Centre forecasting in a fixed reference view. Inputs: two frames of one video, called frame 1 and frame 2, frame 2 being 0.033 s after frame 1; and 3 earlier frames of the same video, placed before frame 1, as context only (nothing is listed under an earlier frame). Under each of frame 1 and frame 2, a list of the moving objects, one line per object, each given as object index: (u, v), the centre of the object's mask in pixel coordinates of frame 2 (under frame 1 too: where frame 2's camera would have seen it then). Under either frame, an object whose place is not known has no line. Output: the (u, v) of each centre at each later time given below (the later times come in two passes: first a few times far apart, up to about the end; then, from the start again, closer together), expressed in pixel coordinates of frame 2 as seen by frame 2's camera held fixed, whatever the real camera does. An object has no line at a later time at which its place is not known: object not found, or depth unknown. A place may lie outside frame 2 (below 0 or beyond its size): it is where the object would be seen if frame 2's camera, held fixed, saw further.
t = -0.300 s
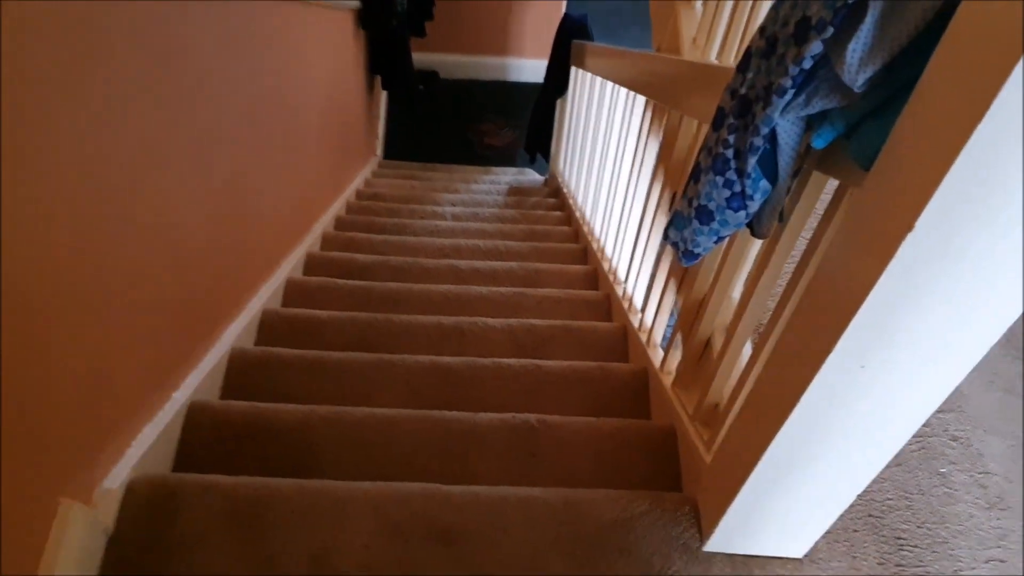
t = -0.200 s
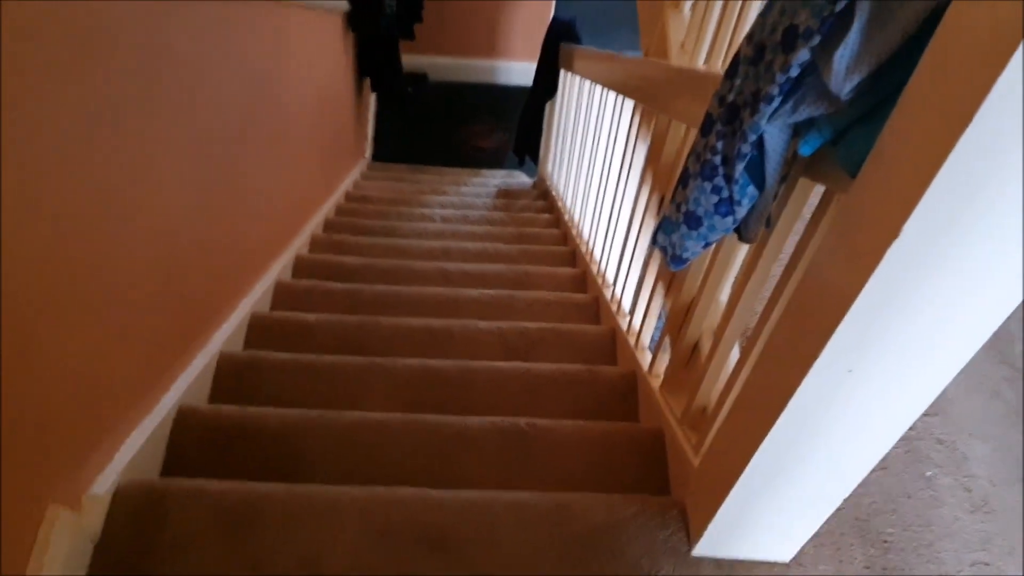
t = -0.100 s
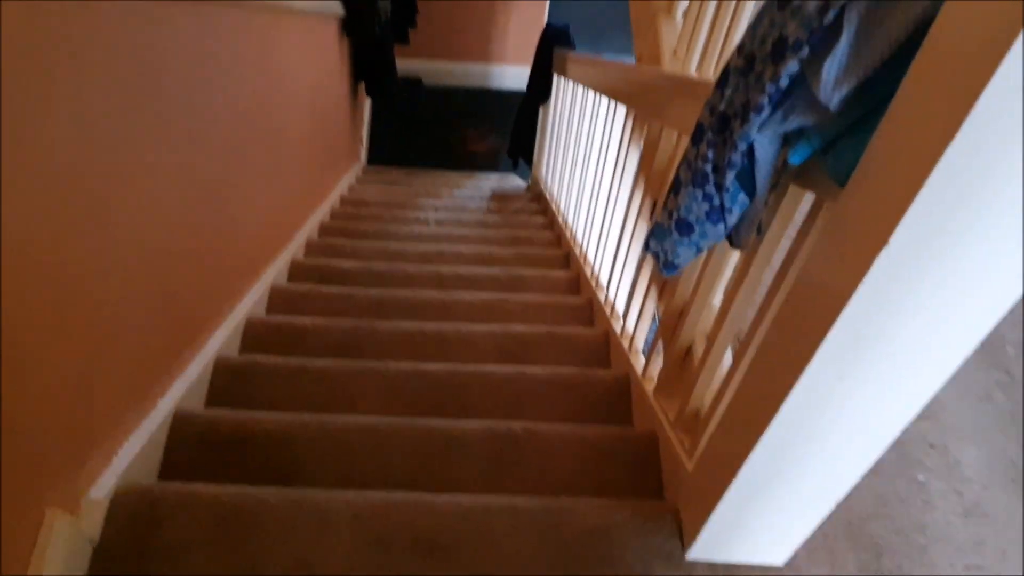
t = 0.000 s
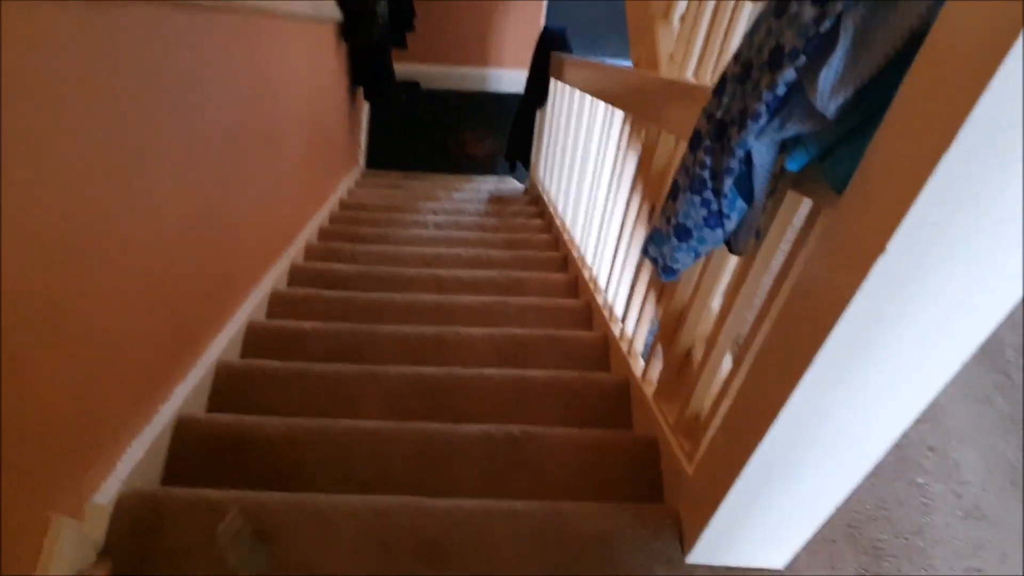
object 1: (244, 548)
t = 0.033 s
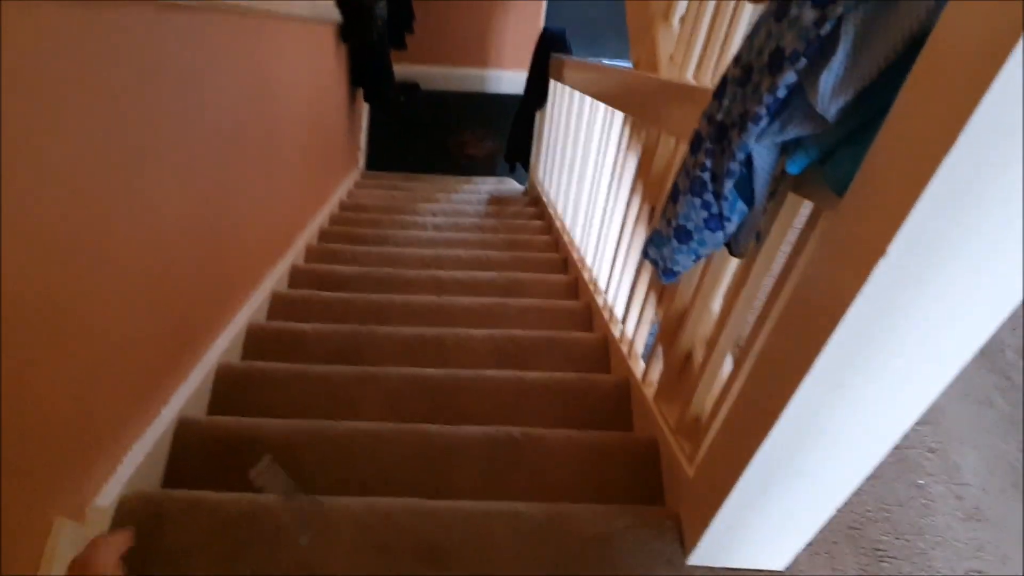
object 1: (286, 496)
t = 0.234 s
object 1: (396, 323)
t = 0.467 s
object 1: (438, 306)
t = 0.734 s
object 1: (437, 168)
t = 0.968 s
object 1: (430, 184)
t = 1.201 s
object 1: (451, 73)
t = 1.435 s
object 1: (484, 114)
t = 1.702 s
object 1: (493, 117)
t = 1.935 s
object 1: (493, 118)
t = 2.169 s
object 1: (495, 119)
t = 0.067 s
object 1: (318, 449)
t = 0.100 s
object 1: (338, 405)
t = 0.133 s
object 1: (365, 381)
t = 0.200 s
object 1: (385, 333)
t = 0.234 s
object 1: (396, 323)
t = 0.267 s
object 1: (406, 319)
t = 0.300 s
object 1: (413, 318)
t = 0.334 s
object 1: (420, 320)
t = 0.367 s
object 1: (427, 324)
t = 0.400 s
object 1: (431, 329)
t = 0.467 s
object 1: (438, 306)
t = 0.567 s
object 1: (439, 227)
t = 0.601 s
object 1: (439, 209)
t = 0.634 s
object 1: (438, 196)
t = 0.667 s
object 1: (437, 183)
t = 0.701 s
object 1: (439, 175)
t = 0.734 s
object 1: (437, 168)
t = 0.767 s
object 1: (437, 166)
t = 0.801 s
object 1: (434, 166)
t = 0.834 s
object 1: (434, 166)
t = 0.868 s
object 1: (433, 170)
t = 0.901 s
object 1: (432, 170)
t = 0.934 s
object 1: (431, 181)
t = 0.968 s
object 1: (430, 184)
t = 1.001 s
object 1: (435, 167)
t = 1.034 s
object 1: (437, 152)
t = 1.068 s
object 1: (441, 127)
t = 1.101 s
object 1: (444, 115)
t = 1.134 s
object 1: (447, 85)
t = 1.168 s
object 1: (447, 82)
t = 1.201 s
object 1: (451, 73)
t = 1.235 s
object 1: (449, 61)
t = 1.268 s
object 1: (459, 70)
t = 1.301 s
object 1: (465, 79)
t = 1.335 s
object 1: (468, 88)
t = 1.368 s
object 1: (478, 103)
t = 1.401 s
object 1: (481, 115)
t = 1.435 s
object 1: (484, 114)
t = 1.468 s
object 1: (485, 112)
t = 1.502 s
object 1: (487, 112)
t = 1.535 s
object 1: (488, 113)
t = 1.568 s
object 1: (488, 114)
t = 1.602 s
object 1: (490, 115)
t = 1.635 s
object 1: (491, 116)
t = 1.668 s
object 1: (492, 118)
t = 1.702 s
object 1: (493, 117)
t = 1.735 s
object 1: (493, 117)
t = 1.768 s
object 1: (493, 118)
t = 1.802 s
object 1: (494, 117)
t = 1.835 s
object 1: (493, 118)
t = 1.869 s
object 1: (493, 118)
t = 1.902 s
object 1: (494, 117)
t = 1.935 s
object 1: (493, 118)
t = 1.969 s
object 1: (494, 118)
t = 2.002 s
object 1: (494, 118)
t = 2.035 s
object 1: (494, 118)
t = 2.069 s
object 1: (494, 118)
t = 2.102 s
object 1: (494, 118)
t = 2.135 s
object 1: (494, 118)
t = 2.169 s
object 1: (495, 119)
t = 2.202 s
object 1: (495, 119)
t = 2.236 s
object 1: (496, 119)
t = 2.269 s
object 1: (496, 120)
